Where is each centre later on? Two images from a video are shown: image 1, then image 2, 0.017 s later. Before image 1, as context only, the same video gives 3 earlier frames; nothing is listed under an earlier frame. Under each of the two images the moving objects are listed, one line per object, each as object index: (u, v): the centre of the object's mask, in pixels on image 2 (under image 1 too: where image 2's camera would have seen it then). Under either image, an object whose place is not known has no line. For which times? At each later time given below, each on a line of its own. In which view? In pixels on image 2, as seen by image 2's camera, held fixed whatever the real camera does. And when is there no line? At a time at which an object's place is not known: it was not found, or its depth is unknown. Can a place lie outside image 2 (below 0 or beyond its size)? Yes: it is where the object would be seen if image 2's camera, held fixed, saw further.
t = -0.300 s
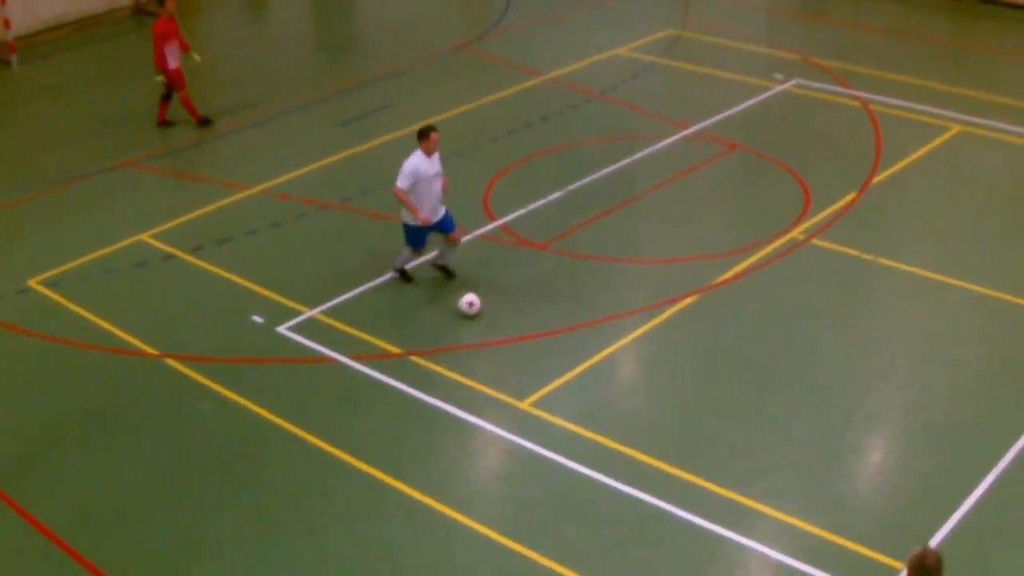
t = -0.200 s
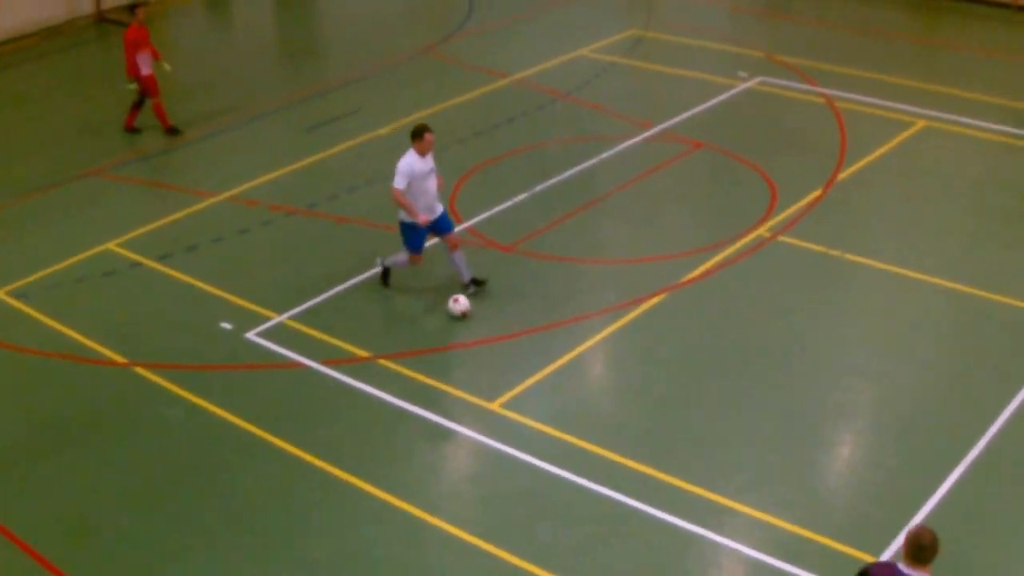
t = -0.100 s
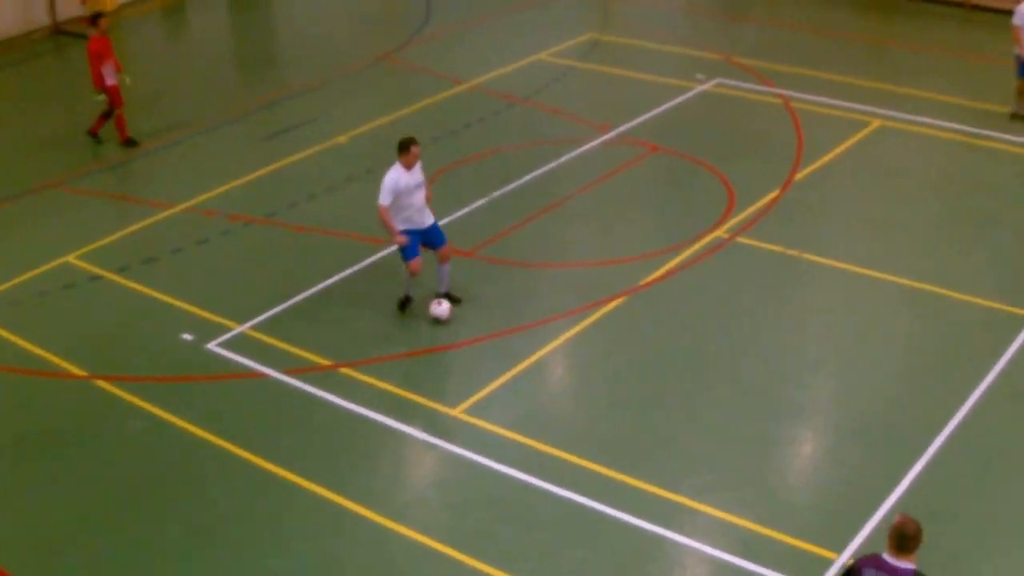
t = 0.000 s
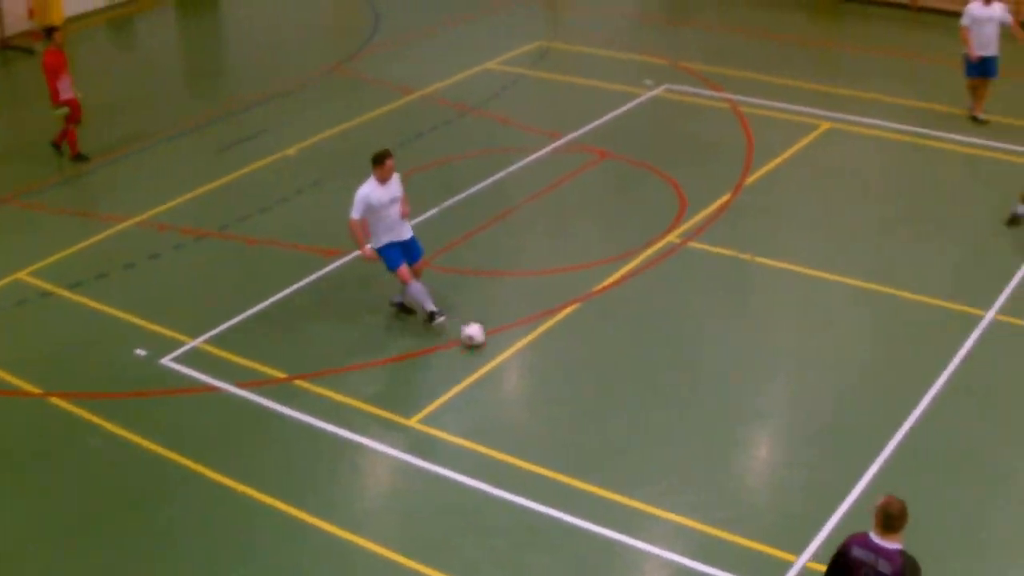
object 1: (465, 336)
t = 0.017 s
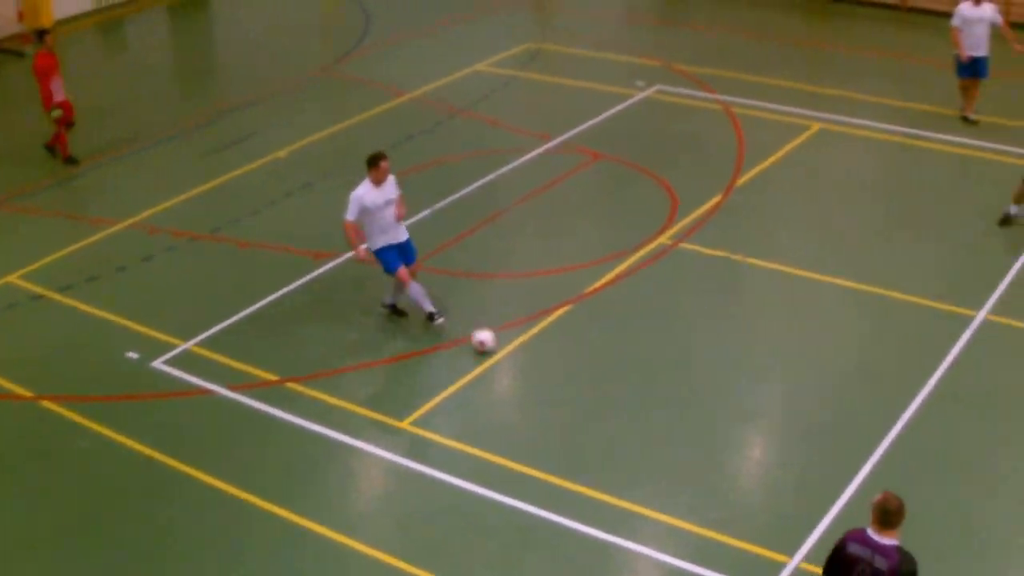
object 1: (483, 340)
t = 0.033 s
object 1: (502, 344)
